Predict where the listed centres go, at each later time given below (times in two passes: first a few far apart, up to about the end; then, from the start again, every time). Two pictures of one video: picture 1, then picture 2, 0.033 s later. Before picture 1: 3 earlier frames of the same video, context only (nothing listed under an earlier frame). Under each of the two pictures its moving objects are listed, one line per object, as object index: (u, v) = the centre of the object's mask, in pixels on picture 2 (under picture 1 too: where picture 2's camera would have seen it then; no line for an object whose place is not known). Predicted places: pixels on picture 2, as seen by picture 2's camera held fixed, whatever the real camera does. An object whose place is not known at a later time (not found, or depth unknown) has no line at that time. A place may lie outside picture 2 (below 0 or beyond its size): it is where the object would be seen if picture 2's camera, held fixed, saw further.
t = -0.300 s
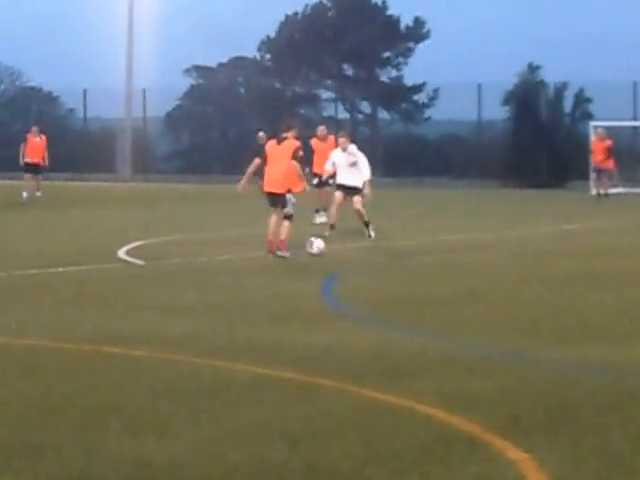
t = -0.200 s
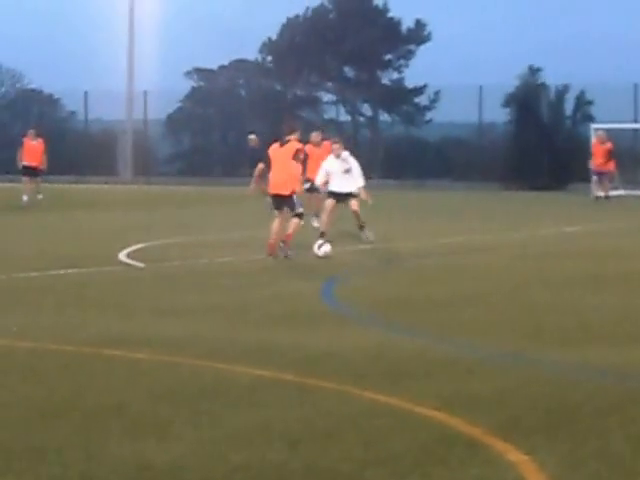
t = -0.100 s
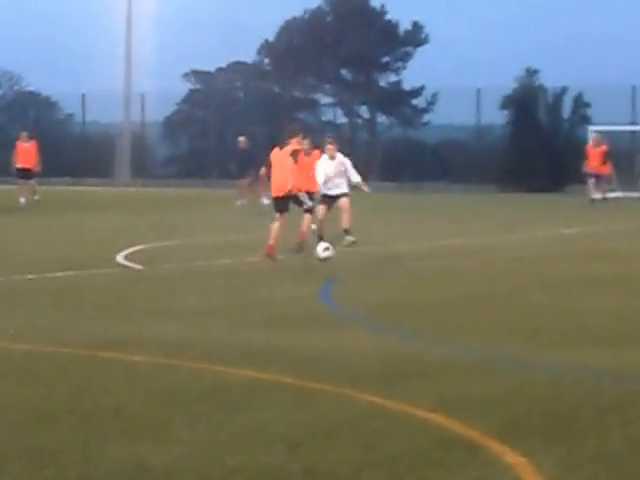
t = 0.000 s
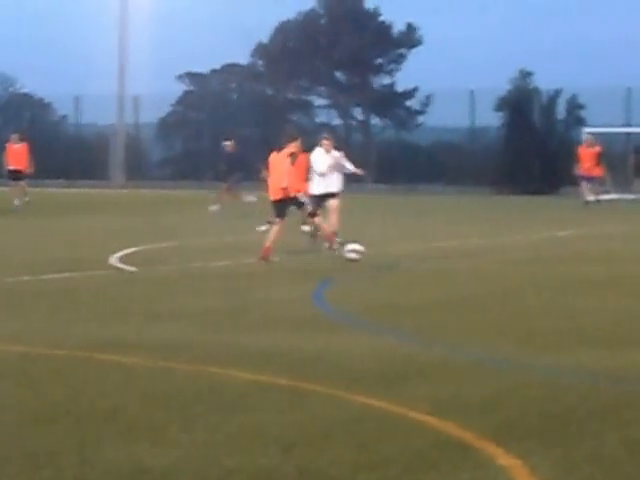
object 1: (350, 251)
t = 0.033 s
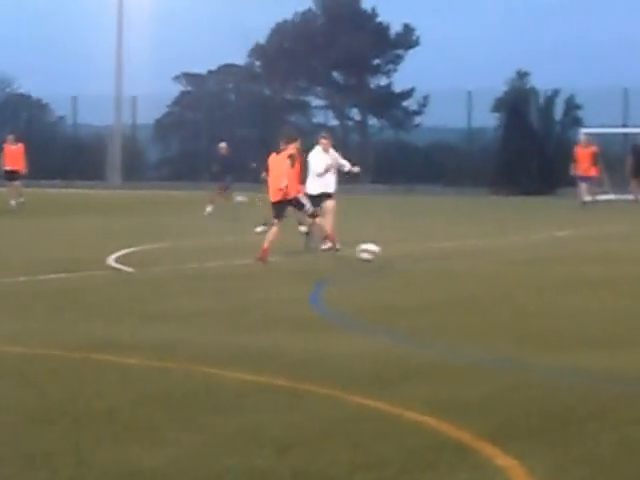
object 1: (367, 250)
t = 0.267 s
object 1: (475, 246)
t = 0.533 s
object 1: (576, 246)
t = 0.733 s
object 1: (634, 243)
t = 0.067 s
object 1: (384, 249)
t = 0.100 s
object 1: (401, 249)
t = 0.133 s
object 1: (416, 248)
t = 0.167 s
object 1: (433, 248)
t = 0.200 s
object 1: (447, 248)
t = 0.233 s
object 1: (461, 247)
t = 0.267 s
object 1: (475, 246)
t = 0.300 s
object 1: (489, 246)
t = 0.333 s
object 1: (503, 246)
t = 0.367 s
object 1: (516, 246)
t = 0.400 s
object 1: (530, 245)
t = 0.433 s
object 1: (543, 245)
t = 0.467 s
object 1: (554, 245)
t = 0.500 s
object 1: (564, 245)
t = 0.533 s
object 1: (576, 246)
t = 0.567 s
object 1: (586, 245)
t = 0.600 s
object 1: (598, 244)
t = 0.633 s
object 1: (607, 243)
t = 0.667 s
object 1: (617, 244)
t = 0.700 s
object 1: (625, 244)
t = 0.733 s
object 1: (634, 243)
